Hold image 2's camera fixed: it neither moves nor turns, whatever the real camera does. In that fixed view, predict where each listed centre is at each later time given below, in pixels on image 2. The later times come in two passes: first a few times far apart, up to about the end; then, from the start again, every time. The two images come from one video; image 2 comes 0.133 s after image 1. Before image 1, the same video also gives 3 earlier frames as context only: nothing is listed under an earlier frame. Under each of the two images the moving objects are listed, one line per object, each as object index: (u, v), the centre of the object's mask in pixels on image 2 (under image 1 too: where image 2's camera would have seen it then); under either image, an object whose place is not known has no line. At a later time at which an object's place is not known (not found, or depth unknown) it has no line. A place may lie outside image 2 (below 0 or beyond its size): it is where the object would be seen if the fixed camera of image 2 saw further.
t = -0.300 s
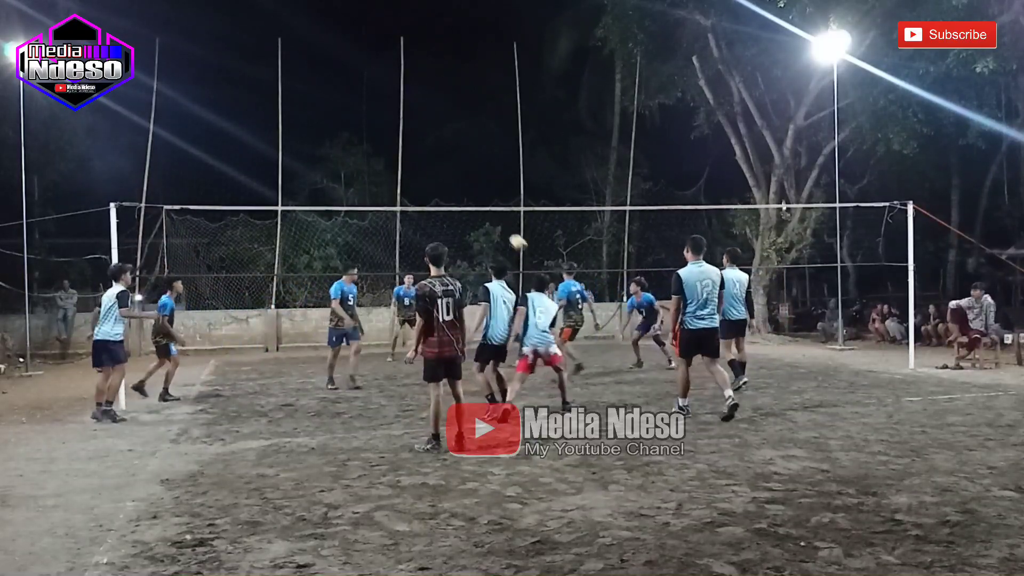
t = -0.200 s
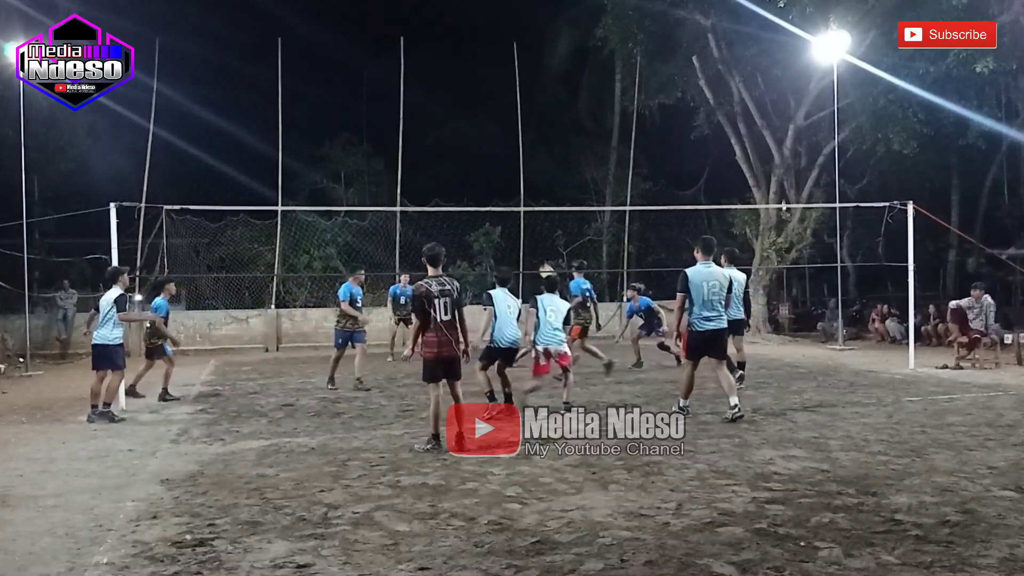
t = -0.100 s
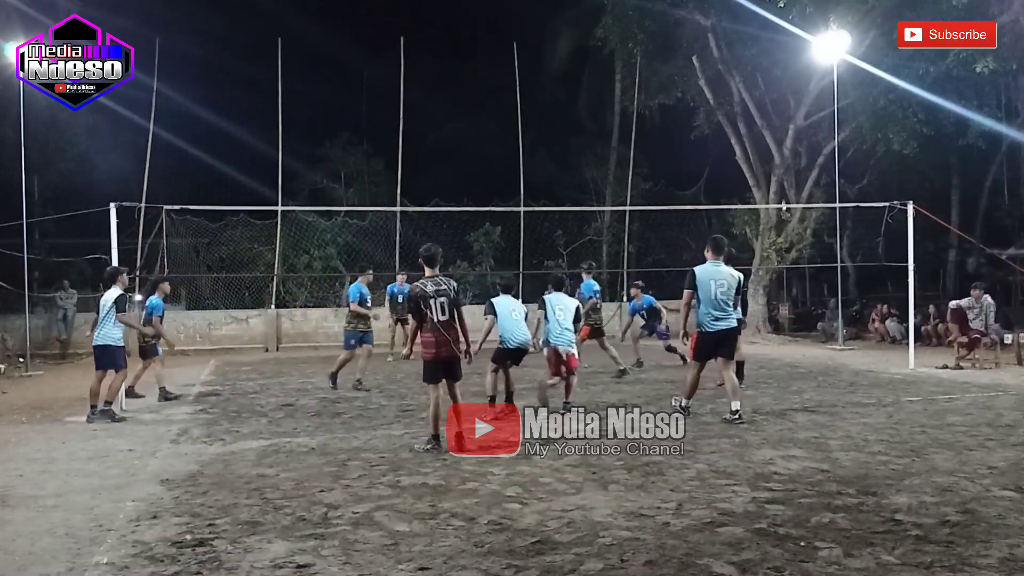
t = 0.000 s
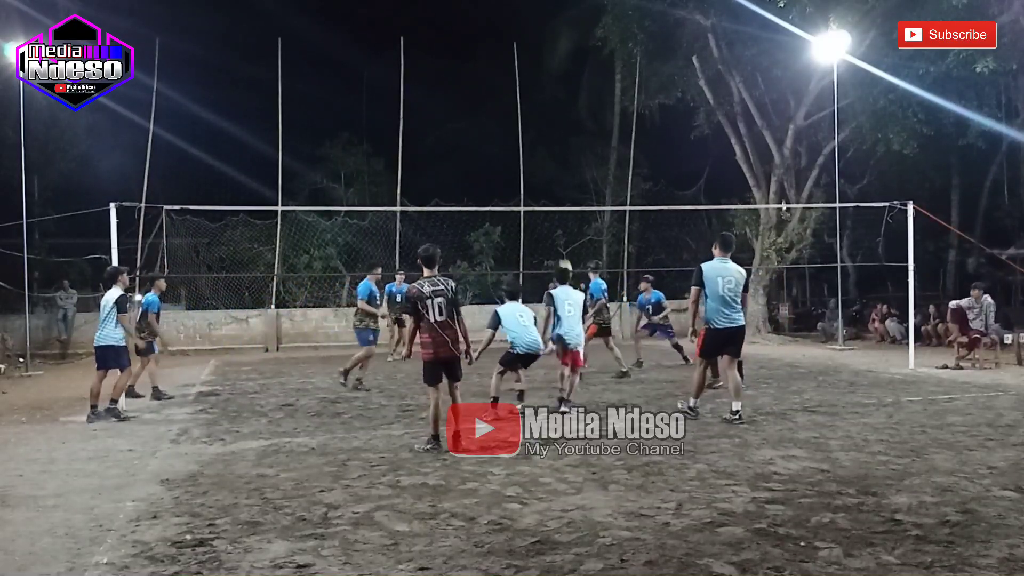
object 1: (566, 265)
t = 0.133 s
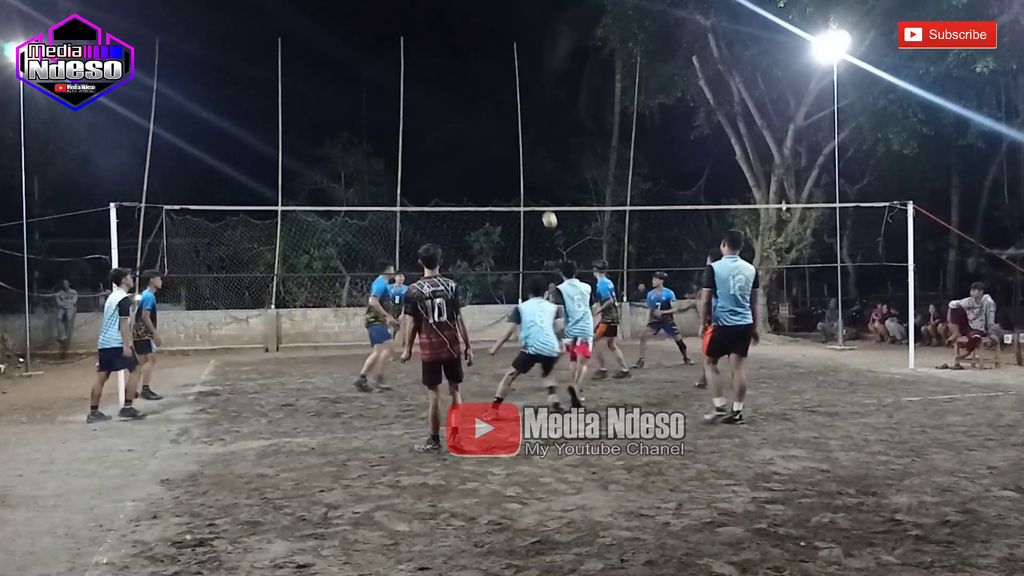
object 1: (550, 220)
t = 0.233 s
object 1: (537, 190)
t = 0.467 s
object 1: (508, 142)
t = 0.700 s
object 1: (479, 129)
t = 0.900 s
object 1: (453, 146)
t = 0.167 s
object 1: (545, 209)
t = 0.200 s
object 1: (541, 199)
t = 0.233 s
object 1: (537, 190)
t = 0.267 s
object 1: (533, 181)
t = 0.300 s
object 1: (529, 172)
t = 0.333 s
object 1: (525, 165)
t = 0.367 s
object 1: (521, 159)
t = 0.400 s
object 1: (517, 152)
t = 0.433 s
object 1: (512, 147)
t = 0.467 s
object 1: (508, 142)
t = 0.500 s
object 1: (504, 138)
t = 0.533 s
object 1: (500, 135)
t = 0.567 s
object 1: (495, 132)
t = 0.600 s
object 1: (491, 130)
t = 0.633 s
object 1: (487, 129)
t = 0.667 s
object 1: (483, 128)
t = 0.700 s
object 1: (479, 129)
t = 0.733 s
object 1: (474, 130)
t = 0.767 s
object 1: (470, 131)
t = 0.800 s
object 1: (466, 134)
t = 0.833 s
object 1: (461, 137)
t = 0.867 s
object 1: (457, 141)
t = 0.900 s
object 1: (453, 146)
